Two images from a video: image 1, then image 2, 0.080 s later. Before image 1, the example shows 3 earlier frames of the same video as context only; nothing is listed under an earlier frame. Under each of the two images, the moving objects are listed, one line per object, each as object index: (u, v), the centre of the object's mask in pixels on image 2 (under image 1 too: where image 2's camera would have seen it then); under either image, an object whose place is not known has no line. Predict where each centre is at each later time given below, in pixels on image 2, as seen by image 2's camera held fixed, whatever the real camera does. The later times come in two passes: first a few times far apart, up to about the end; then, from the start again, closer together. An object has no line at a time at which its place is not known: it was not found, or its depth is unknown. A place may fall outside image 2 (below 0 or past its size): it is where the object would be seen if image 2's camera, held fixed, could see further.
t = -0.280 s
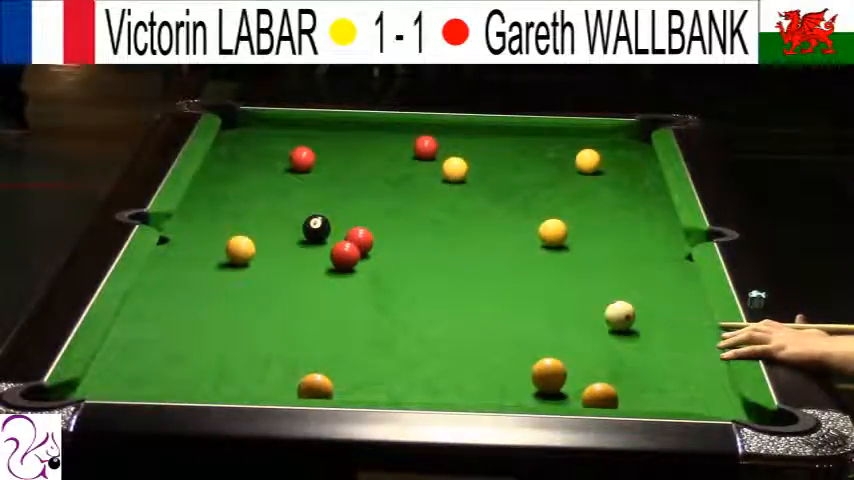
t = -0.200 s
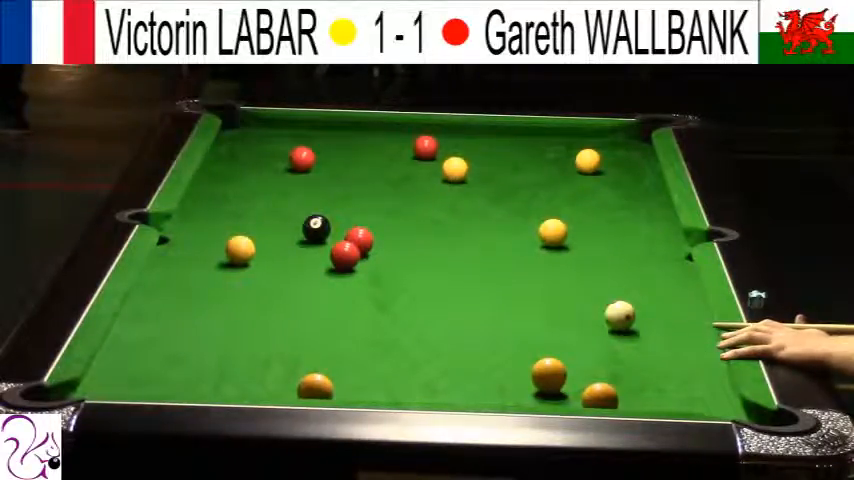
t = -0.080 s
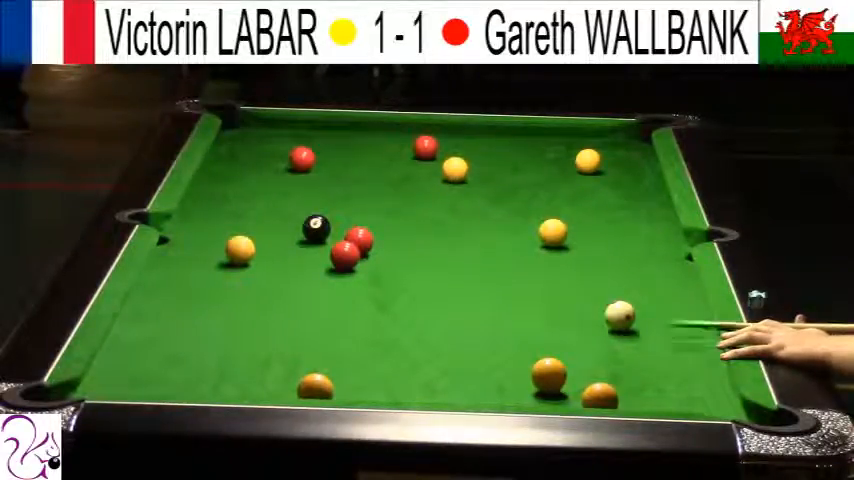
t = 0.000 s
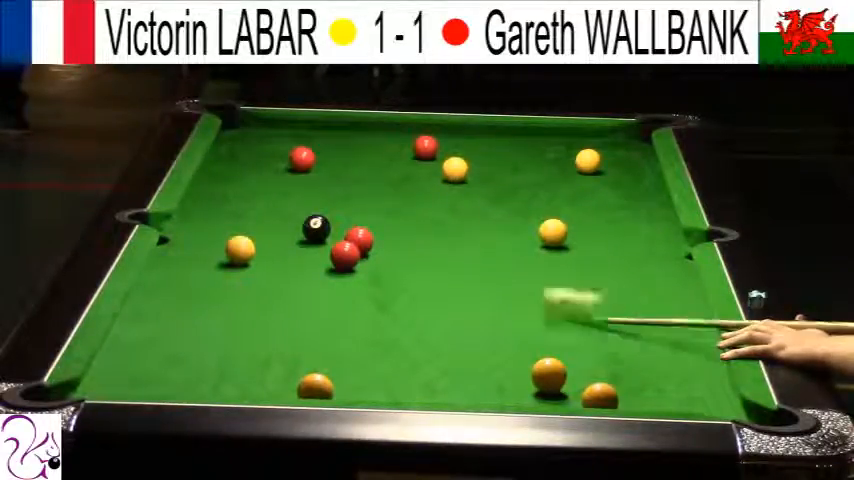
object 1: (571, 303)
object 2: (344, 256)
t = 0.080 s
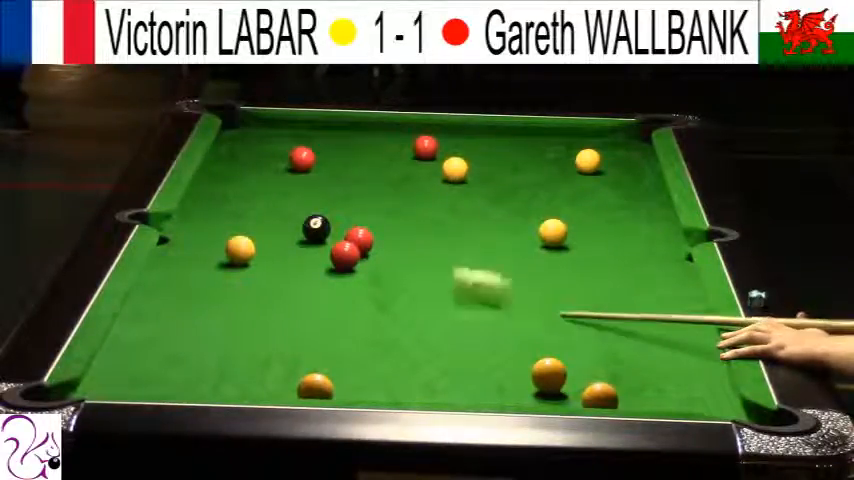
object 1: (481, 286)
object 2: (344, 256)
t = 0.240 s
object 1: (375, 260)
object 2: (310, 245)
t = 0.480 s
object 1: (399, 259)
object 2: (171, 224)
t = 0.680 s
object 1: (418, 258)
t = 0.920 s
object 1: (436, 256)
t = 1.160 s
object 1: (450, 256)
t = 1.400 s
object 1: (462, 255)
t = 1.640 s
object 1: (470, 255)
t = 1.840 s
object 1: (474, 255)
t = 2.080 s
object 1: (475, 256)
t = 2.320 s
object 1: (475, 256)
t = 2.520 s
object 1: (475, 256)
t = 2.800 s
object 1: (475, 256)
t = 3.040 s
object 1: (475, 256)
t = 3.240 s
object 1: (475, 256)
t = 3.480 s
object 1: (475, 256)
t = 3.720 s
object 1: (475, 256)
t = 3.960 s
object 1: (475, 256)
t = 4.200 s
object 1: (475, 256)
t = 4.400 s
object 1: (475, 256)
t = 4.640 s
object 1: (475, 256)
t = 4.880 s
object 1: (475, 256)
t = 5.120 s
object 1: (473, 256)
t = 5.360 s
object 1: (475, 256)
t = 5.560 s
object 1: (475, 256)
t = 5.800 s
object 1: (475, 256)
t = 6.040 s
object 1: (475, 256)
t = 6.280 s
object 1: (475, 256)
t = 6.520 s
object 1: (475, 256)
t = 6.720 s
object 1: (475, 256)
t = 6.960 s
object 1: (475, 256)
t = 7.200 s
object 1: (475, 256)
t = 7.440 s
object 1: (475, 256)
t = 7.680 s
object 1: (475, 256)
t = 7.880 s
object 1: (475, 256)
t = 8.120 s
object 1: (475, 256)
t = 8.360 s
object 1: (475, 256)
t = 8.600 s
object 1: (475, 256)
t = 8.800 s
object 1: (475, 256)
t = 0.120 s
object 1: (440, 278)
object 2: (344, 255)
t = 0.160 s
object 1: (404, 269)
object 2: (344, 255)
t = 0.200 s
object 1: (373, 261)
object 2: (343, 252)
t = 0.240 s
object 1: (375, 260)
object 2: (310, 245)
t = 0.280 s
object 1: (379, 260)
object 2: (280, 242)
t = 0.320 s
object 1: (383, 259)
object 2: (258, 235)
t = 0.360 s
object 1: (387, 259)
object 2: (232, 230)
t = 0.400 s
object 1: (392, 259)
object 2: (208, 230)
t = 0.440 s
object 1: (396, 259)
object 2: (189, 226)
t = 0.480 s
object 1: (399, 259)
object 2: (171, 224)
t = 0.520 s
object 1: (403, 258)
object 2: (152, 221)
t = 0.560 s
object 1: (407, 258)
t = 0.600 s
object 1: (411, 258)
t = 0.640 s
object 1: (414, 258)
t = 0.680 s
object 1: (418, 258)
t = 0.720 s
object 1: (421, 257)
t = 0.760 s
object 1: (424, 257)
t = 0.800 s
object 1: (428, 257)
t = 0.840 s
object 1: (430, 256)
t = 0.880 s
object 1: (433, 257)
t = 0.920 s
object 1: (436, 256)
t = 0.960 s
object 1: (439, 256)
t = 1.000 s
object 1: (441, 256)
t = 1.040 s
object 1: (444, 256)
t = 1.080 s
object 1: (446, 256)
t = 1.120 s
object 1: (448, 256)
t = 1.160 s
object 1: (450, 256)
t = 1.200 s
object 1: (453, 255)
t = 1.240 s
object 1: (455, 256)
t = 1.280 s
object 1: (457, 256)
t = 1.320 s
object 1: (459, 255)
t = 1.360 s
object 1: (461, 255)
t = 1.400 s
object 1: (462, 255)
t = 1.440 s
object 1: (464, 255)
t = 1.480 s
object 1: (465, 255)
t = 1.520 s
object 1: (467, 255)
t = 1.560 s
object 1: (468, 255)
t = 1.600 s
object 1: (469, 255)
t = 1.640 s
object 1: (470, 255)
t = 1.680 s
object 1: (471, 255)
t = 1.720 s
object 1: (472, 255)
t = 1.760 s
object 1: (473, 255)
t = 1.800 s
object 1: (474, 255)
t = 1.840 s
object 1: (474, 255)
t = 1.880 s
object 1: (475, 255)
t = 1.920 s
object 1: (475, 255)
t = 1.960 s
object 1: (475, 255)
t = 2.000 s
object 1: (475, 255)
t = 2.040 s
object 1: (475, 255)
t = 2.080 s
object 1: (475, 256)
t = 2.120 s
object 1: (475, 256)
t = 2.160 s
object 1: (475, 256)
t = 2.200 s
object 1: (475, 256)
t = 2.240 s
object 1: (475, 256)
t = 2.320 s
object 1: (475, 256)
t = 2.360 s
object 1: (475, 256)
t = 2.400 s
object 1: (475, 256)
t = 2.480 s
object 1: (475, 256)
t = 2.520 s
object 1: (475, 256)
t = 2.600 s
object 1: (475, 256)
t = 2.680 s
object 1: (475, 256)
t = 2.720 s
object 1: (475, 256)
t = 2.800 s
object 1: (475, 256)
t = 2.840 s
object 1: (475, 256)
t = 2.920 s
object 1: (475, 256)
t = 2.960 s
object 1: (475, 256)
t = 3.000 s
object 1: (475, 256)
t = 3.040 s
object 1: (475, 256)
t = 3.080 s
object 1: (475, 256)
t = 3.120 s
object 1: (475, 256)
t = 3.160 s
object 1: (475, 256)
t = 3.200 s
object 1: (475, 256)
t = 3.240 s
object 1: (475, 256)
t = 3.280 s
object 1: (475, 256)
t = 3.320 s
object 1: (475, 256)
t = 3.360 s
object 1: (475, 256)
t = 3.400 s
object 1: (475, 256)
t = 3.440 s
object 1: (475, 256)
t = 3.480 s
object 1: (475, 256)
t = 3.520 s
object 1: (475, 256)
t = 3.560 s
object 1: (475, 256)
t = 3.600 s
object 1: (475, 256)
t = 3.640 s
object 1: (475, 256)
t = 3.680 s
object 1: (475, 256)
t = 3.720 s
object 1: (475, 256)
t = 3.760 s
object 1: (475, 256)
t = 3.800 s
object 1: (475, 256)
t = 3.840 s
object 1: (475, 256)
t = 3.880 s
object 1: (475, 256)
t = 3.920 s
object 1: (475, 256)
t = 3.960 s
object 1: (475, 256)
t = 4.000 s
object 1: (475, 256)
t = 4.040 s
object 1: (475, 256)
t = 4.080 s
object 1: (475, 256)
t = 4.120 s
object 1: (475, 256)
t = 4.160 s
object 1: (475, 256)
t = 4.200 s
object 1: (475, 256)
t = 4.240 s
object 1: (475, 256)
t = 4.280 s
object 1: (475, 256)
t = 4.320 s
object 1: (475, 256)
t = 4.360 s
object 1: (475, 256)
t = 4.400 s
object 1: (475, 256)
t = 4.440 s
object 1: (475, 256)
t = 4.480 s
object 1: (475, 256)
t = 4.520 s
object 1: (475, 256)
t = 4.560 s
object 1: (475, 256)
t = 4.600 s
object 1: (475, 256)
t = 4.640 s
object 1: (475, 256)
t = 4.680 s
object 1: (475, 256)
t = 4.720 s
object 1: (475, 256)
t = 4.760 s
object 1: (475, 256)
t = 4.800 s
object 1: (475, 256)
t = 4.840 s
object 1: (475, 256)
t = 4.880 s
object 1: (475, 256)
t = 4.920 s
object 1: (475, 256)
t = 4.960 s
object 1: (475, 256)
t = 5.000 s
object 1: (473, 256)
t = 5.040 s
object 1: (473, 257)
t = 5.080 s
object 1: (473, 258)
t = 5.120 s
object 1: (473, 256)
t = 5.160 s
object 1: (472, 258)
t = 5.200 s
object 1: (475, 256)
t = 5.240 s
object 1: (475, 256)
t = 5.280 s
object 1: (475, 256)
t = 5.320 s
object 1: (475, 256)
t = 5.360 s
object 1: (475, 256)
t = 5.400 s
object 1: (475, 256)
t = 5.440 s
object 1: (475, 256)
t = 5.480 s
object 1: (475, 256)
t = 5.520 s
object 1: (475, 256)
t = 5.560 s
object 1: (475, 256)
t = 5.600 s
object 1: (475, 256)
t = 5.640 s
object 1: (475, 256)
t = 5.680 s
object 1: (475, 256)
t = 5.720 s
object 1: (475, 256)
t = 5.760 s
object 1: (475, 256)
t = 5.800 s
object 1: (475, 256)
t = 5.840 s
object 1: (475, 256)
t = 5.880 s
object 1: (475, 256)
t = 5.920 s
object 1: (475, 256)
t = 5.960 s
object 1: (475, 256)
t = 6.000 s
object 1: (475, 256)
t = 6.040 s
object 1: (475, 256)
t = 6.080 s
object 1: (475, 256)
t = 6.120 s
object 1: (475, 256)
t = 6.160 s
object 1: (475, 256)
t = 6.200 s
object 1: (475, 256)
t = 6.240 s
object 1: (475, 256)
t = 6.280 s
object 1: (475, 256)
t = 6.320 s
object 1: (475, 256)
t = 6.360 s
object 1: (475, 256)
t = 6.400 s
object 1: (475, 256)
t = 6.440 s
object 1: (475, 256)
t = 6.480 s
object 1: (475, 256)
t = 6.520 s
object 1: (475, 256)
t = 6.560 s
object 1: (475, 256)
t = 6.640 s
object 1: (475, 256)
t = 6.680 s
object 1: (475, 256)
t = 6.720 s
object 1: (475, 256)
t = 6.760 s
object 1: (475, 256)
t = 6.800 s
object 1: (475, 256)
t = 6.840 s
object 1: (475, 256)
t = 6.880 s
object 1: (475, 256)
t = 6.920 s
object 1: (475, 256)
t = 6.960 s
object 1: (475, 256)
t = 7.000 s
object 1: (475, 256)
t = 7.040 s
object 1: (475, 256)
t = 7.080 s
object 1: (475, 256)
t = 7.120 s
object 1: (475, 256)
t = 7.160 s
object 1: (475, 256)
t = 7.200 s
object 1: (475, 256)
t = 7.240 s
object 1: (475, 256)
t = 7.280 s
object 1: (475, 256)
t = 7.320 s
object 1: (475, 256)
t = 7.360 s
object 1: (475, 256)
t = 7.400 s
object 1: (475, 256)
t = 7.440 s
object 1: (475, 256)
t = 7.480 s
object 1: (475, 256)
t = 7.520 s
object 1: (475, 256)
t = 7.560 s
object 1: (475, 256)
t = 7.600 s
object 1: (475, 256)
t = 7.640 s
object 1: (475, 256)
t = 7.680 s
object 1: (475, 256)
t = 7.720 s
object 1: (475, 256)
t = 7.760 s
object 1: (475, 256)
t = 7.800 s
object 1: (475, 256)
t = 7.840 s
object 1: (475, 256)
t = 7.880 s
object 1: (475, 256)
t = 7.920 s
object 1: (475, 256)
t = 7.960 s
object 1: (475, 256)
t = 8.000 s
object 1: (475, 256)
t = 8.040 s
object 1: (475, 256)
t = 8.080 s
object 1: (475, 256)
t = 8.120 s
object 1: (475, 256)
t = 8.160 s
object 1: (475, 256)
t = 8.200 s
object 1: (475, 256)
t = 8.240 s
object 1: (475, 256)
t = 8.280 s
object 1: (475, 256)
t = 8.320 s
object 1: (475, 256)
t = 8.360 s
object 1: (475, 256)
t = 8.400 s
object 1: (475, 256)
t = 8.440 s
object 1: (475, 256)
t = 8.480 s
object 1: (475, 256)
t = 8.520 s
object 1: (475, 256)
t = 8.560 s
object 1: (475, 256)
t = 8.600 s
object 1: (475, 256)
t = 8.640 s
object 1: (475, 256)
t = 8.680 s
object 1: (475, 256)
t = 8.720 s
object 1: (475, 256)
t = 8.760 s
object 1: (475, 256)
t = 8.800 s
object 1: (475, 256)
